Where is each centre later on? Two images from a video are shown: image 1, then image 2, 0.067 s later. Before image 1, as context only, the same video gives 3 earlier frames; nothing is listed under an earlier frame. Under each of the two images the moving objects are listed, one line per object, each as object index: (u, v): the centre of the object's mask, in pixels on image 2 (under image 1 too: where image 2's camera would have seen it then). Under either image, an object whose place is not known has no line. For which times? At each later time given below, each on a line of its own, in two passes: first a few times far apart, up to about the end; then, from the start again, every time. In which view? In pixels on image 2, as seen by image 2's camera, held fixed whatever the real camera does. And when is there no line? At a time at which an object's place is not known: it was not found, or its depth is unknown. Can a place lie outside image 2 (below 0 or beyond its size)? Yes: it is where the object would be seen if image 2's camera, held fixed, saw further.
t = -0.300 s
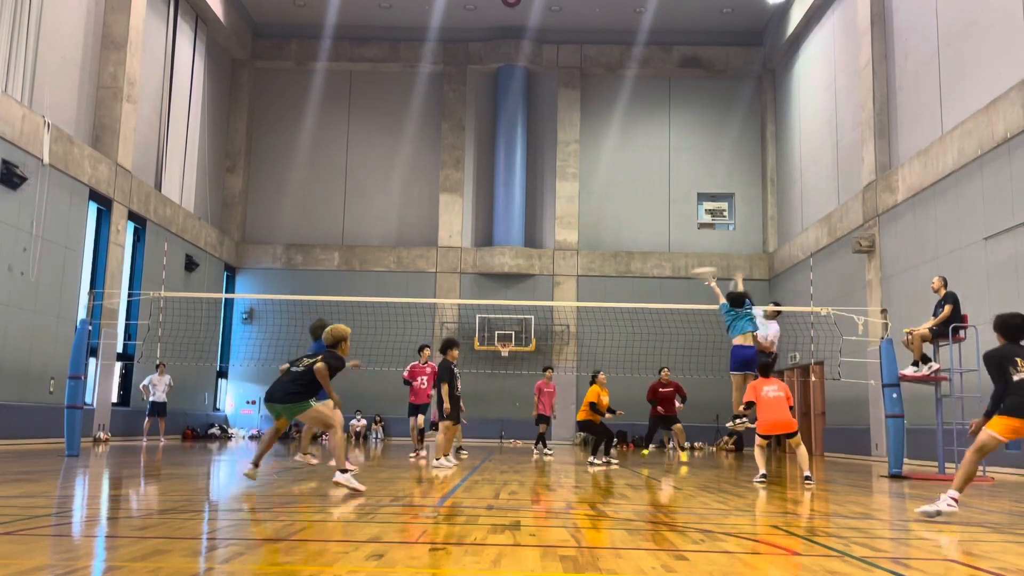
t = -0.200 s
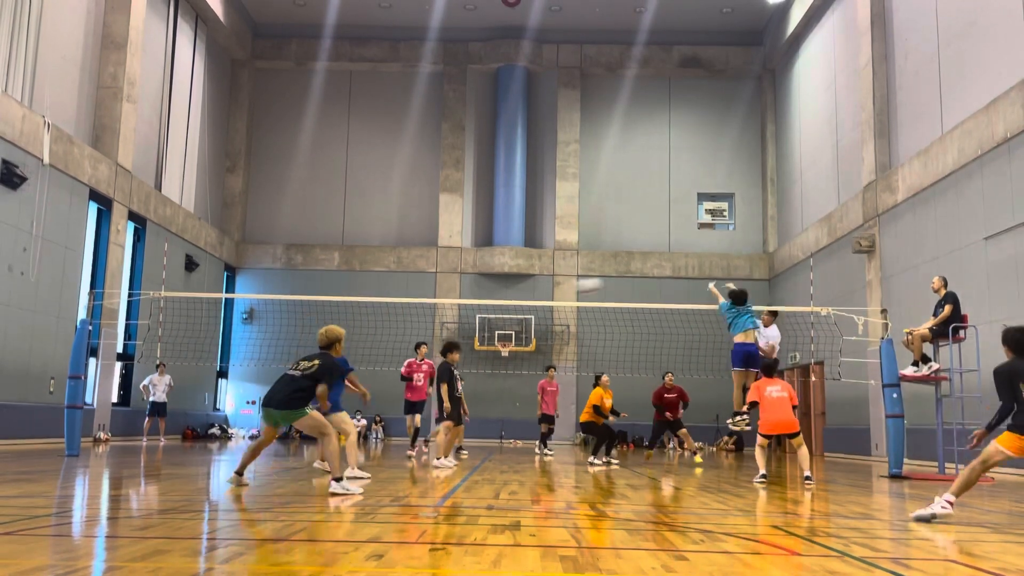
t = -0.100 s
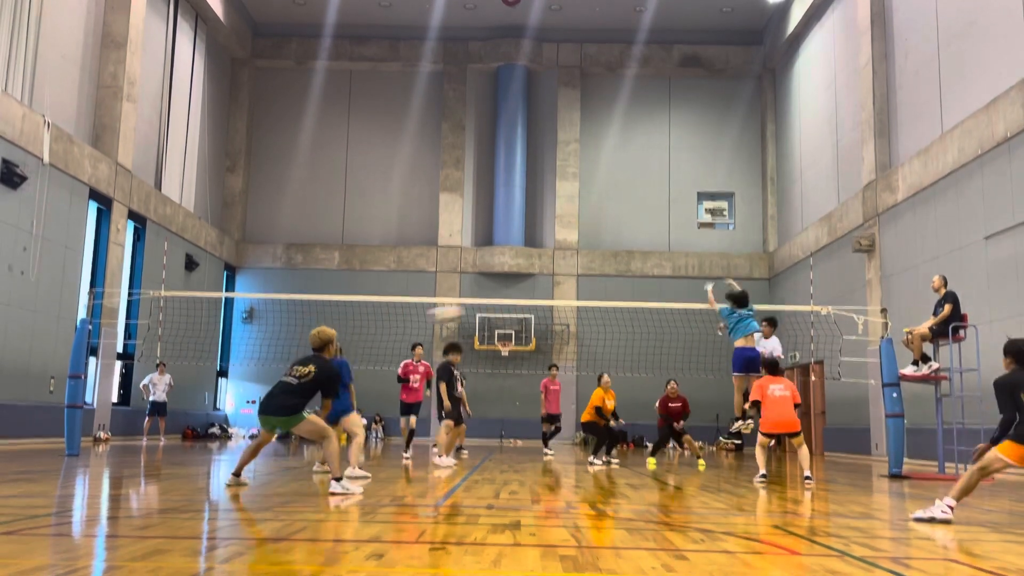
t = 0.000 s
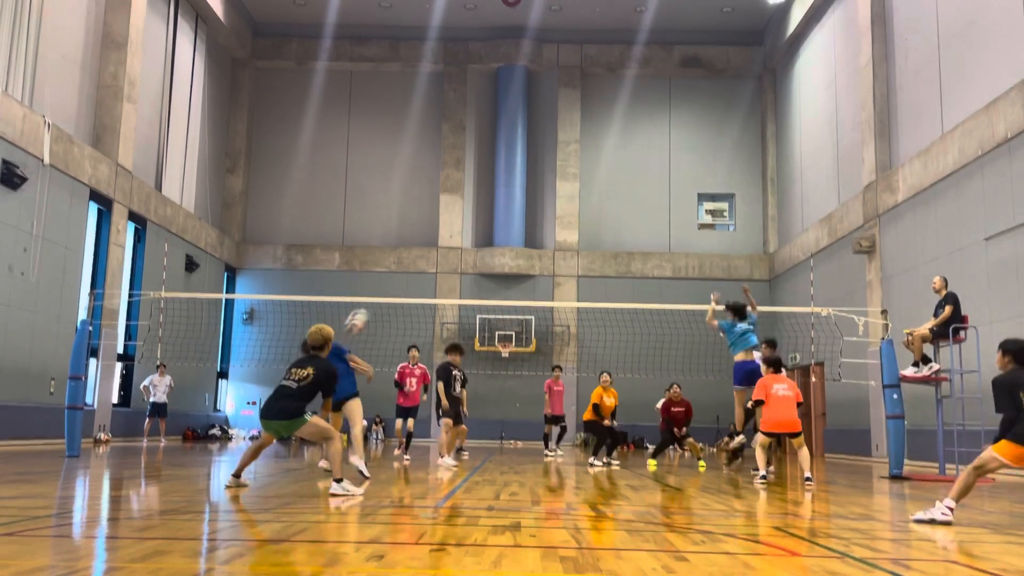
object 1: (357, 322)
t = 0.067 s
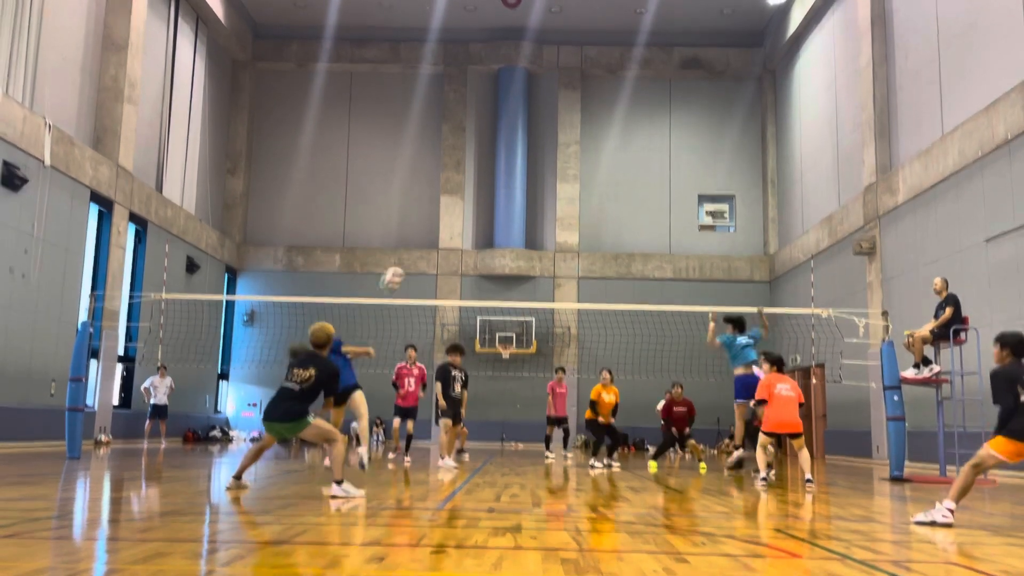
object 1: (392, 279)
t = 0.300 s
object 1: (496, 172)
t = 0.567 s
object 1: (596, 116)
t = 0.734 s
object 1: (650, 108)
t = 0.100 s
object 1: (408, 260)
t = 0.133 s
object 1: (424, 240)
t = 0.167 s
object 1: (439, 226)
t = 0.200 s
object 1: (455, 209)
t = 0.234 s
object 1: (469, 196)
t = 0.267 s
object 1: (482, 182)
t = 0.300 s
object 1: (496, 172)
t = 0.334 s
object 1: (509, 161)
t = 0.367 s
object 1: (523, 152)
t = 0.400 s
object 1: (535, 144)
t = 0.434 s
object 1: (548, 136)
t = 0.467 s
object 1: (560, 130)
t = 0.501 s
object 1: (572, 125)
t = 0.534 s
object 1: (584, 120)
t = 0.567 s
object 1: (596, 116)
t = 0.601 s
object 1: (606, 113)
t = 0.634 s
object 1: (618, 111)
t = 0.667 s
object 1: (629, 110)
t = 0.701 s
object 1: (639, 108)
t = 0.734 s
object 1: (650, 108)
